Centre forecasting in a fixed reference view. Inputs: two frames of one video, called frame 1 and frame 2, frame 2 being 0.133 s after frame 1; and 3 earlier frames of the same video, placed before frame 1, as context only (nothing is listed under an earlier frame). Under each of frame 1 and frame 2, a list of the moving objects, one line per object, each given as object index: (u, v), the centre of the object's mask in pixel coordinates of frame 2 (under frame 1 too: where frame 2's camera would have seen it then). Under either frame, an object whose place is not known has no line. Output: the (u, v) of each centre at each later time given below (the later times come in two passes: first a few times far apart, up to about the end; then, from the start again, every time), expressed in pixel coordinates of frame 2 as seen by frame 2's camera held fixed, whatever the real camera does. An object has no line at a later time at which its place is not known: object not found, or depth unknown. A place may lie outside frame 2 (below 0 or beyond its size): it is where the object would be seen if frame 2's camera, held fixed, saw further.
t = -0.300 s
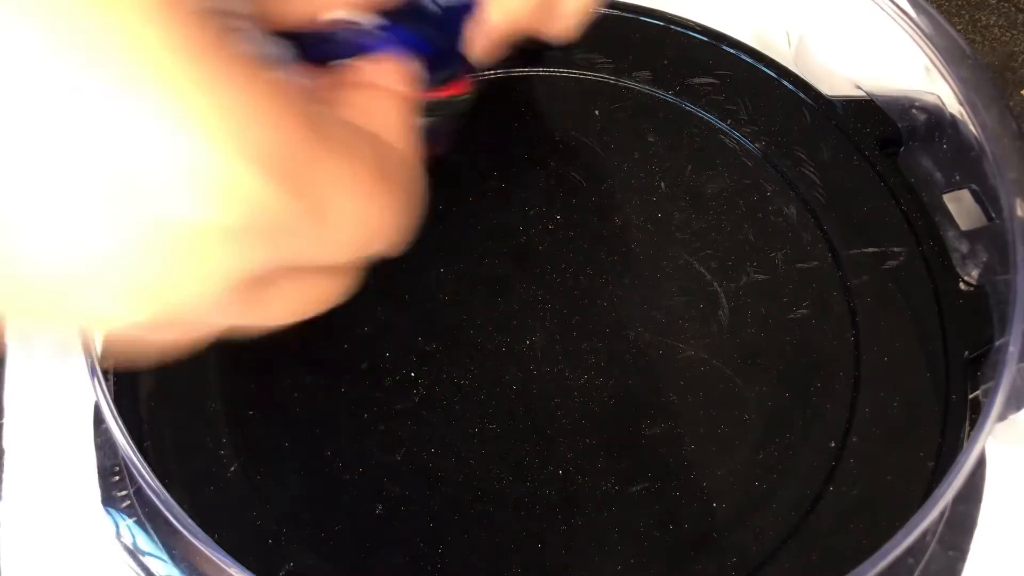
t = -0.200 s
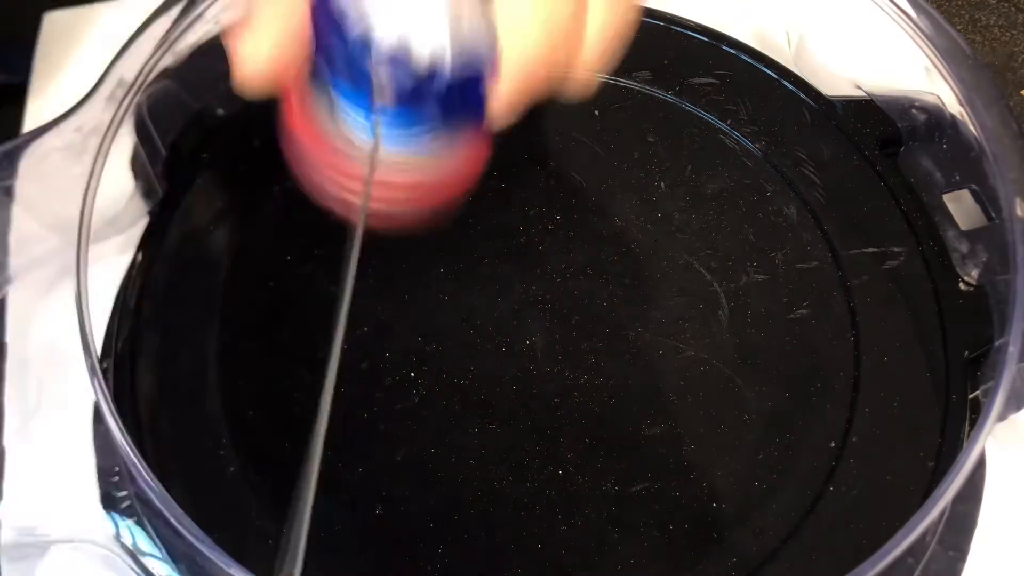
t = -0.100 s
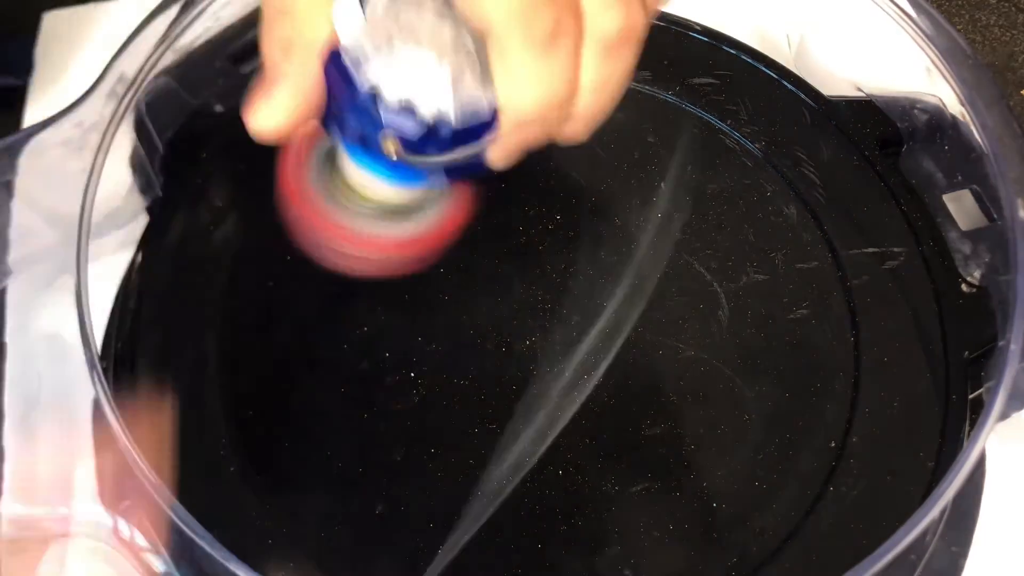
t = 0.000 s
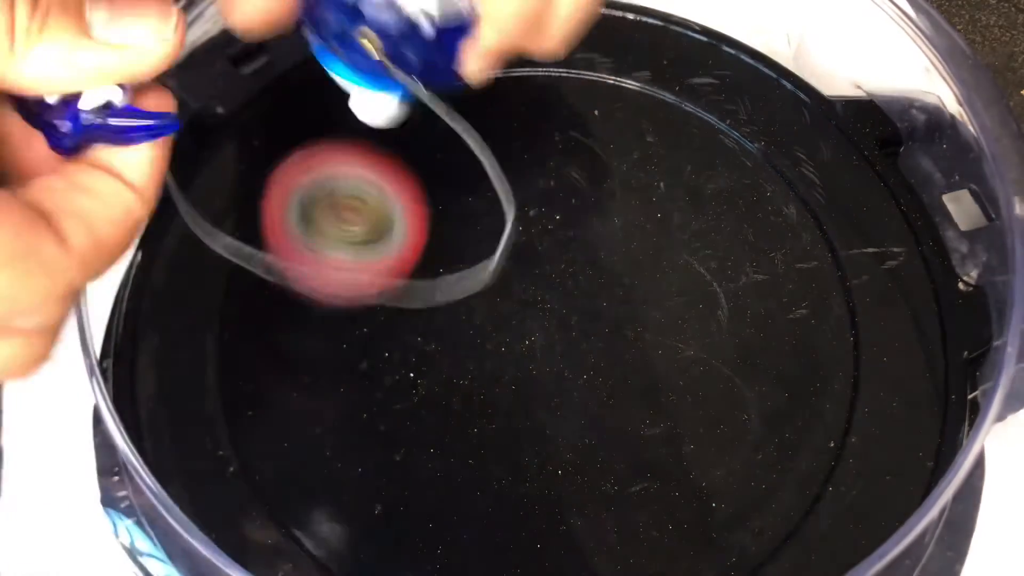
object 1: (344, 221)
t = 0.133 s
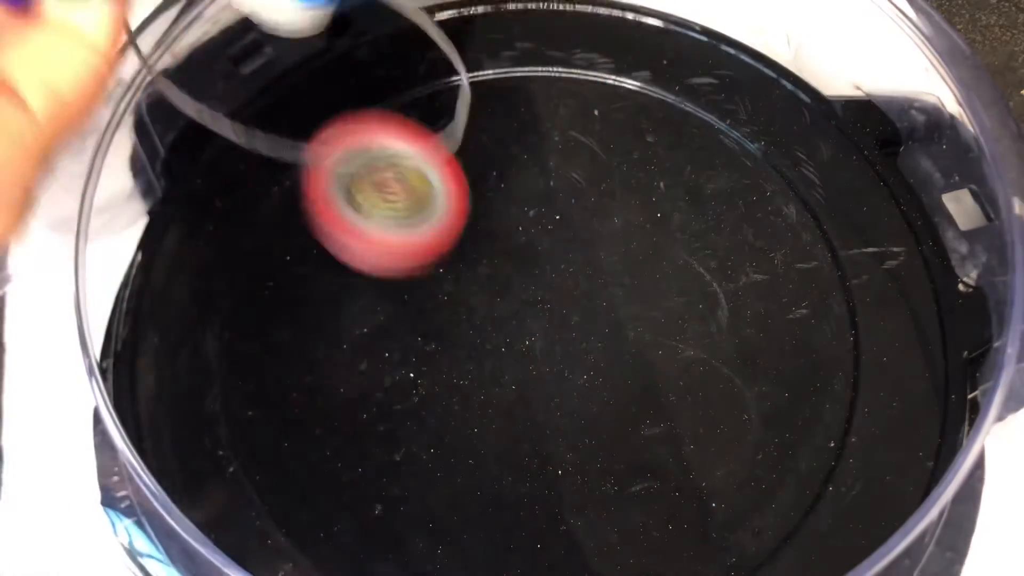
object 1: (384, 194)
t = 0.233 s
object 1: (442, 203)
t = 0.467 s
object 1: (598, 268)
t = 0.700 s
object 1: (613, 244)
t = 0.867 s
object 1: (526, 203)
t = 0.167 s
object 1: (403, 215)
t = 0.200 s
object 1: (421, 202)
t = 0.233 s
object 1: (442, 203)
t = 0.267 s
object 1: (464, 218)
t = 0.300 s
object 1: (489, 235)
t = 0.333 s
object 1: (513, 242)
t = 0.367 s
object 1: (536, 249)
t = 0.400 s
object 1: (558, 256)
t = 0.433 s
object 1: (579, 263)
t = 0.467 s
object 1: (598, 268)
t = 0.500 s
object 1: (612, 271)
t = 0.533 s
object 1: (623, 272)
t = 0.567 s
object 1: (629, 270)
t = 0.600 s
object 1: (631, 266)
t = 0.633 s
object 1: (629, 260)
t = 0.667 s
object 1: (623, 252)
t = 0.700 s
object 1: (613, 244)
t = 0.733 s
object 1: (601, 235)
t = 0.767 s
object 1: (585, 226)
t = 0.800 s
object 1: (568, 218)
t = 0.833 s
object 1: (548, 210)
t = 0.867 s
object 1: (526, 203)
